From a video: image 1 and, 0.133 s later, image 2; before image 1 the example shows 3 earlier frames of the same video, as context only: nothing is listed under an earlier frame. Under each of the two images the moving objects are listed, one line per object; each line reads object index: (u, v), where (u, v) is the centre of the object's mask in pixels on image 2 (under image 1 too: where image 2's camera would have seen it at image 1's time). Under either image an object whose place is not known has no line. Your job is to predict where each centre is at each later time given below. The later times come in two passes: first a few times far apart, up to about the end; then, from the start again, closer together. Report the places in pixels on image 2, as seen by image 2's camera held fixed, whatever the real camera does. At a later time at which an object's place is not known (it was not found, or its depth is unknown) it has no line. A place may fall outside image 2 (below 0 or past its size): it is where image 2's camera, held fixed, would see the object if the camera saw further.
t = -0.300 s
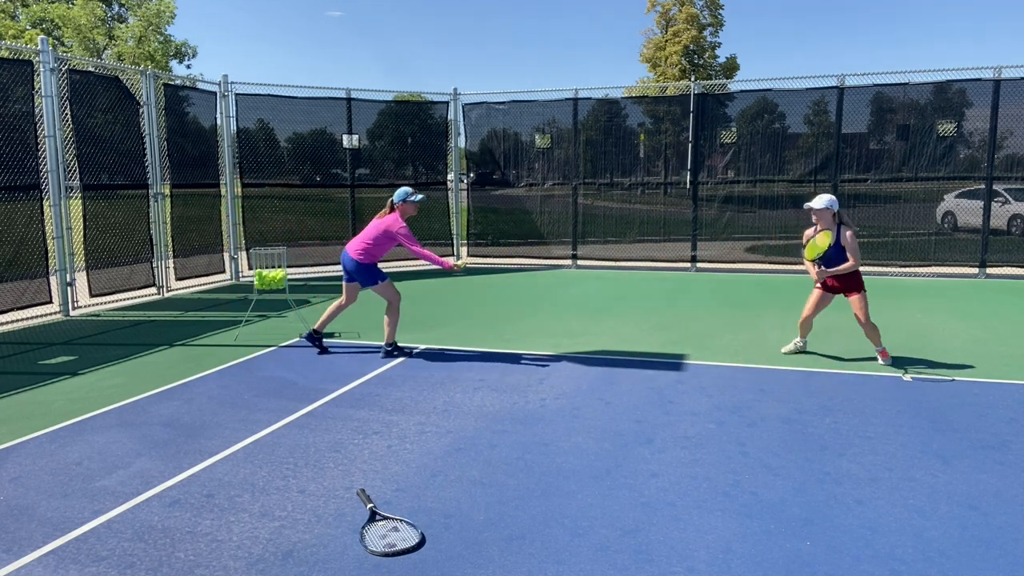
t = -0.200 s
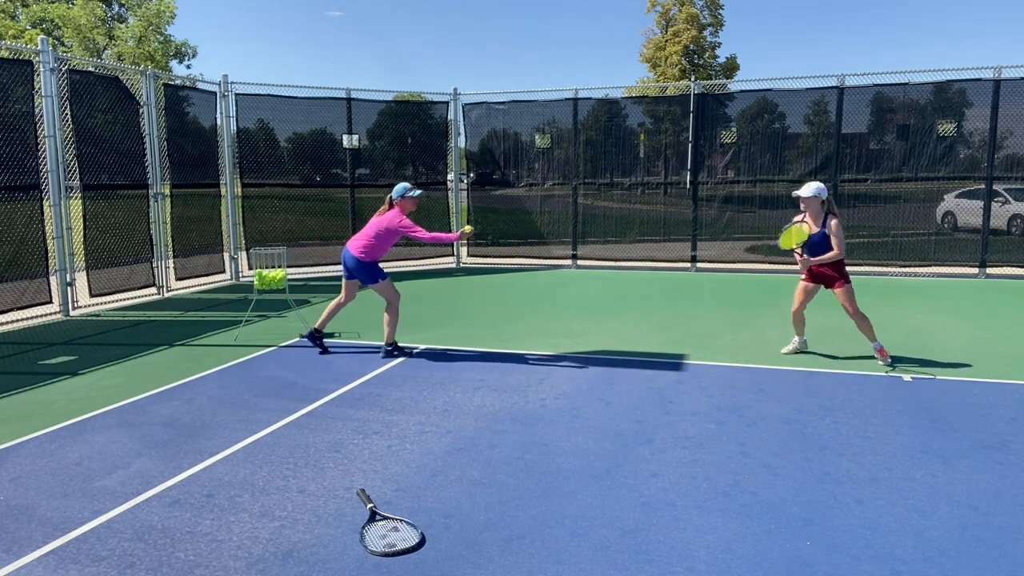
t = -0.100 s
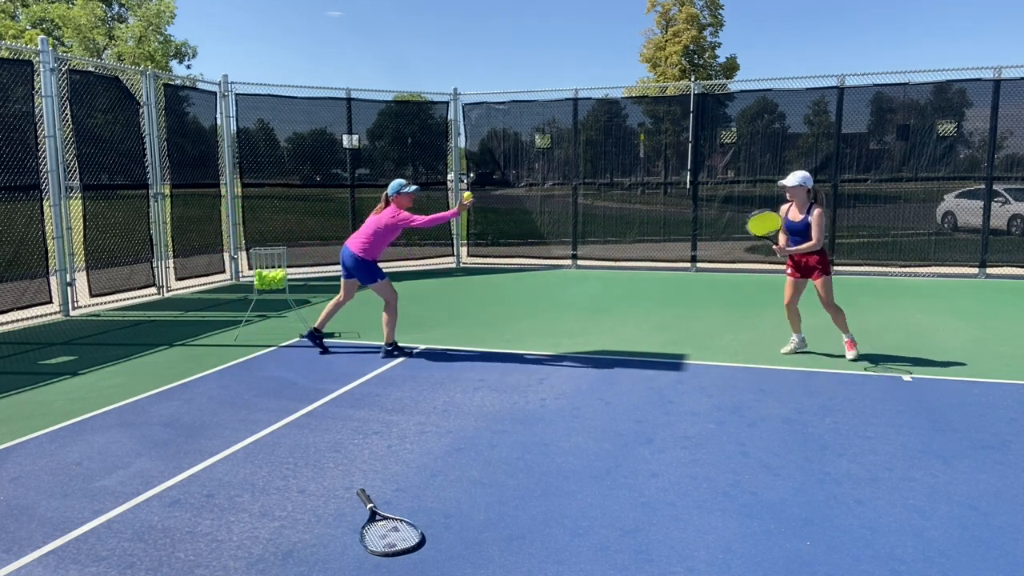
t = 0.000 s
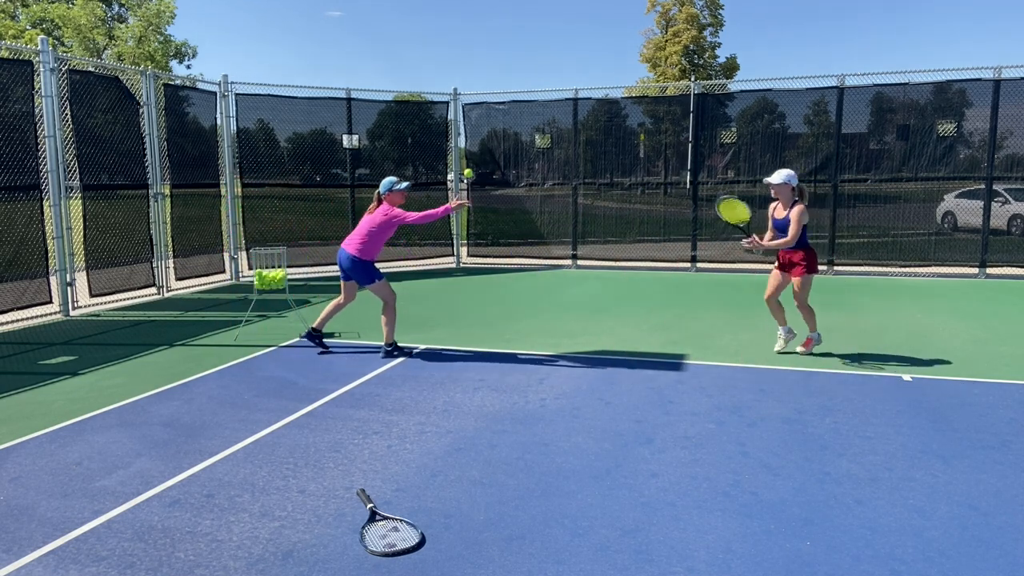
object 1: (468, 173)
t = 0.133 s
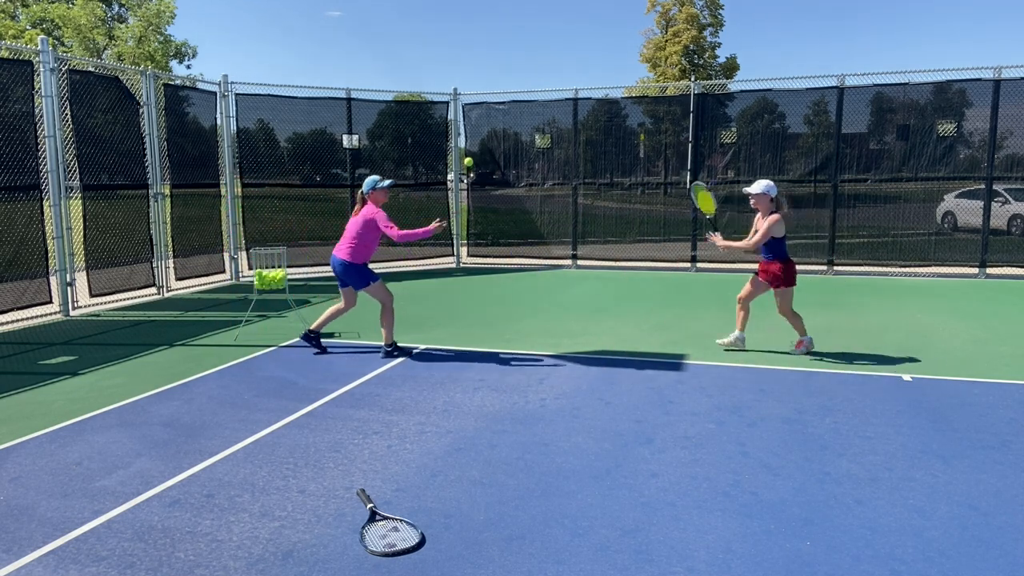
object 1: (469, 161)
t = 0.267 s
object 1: (469, 172)
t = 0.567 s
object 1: (472, 271)
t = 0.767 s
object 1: (474, 348)
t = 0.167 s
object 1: (468, 162)
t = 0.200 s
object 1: (469, 164)
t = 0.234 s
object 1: (469, 167)
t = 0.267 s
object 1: (469, 172)
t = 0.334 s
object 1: (470, 185)
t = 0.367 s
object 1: (470, 193)
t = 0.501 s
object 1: (472, 240)
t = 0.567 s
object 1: (472, 271)
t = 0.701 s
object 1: (474, 346)
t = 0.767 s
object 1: (474, 348)
